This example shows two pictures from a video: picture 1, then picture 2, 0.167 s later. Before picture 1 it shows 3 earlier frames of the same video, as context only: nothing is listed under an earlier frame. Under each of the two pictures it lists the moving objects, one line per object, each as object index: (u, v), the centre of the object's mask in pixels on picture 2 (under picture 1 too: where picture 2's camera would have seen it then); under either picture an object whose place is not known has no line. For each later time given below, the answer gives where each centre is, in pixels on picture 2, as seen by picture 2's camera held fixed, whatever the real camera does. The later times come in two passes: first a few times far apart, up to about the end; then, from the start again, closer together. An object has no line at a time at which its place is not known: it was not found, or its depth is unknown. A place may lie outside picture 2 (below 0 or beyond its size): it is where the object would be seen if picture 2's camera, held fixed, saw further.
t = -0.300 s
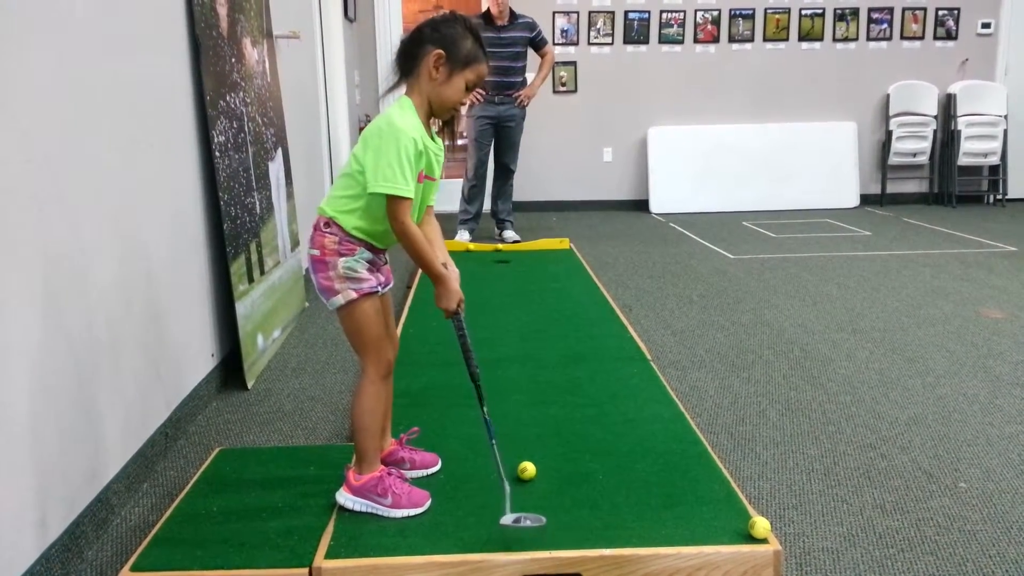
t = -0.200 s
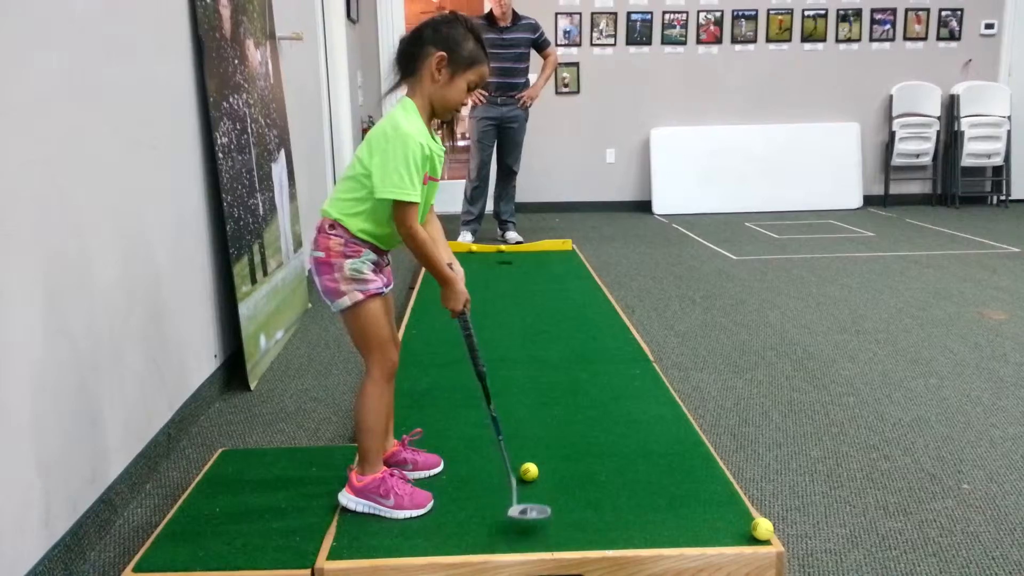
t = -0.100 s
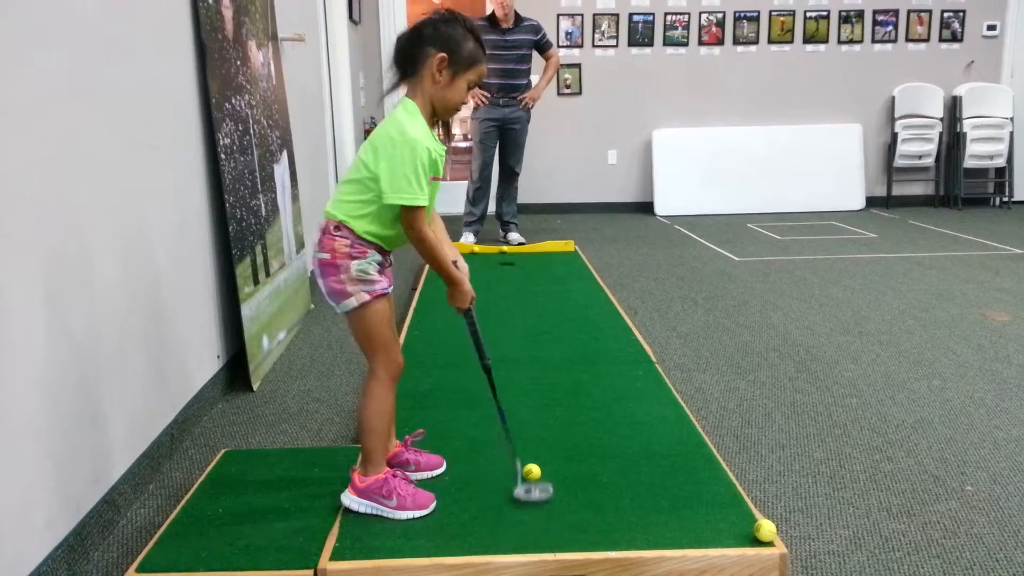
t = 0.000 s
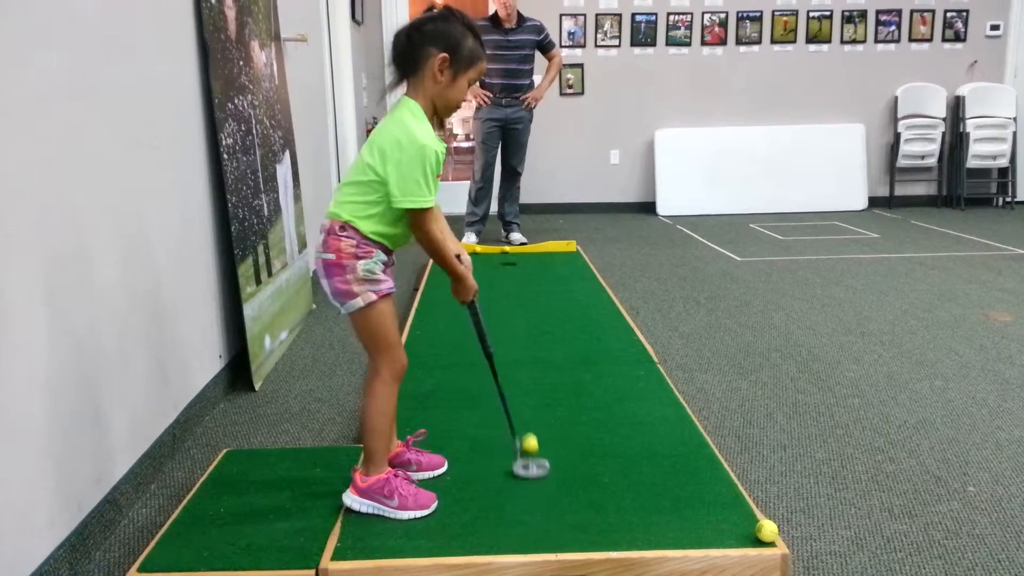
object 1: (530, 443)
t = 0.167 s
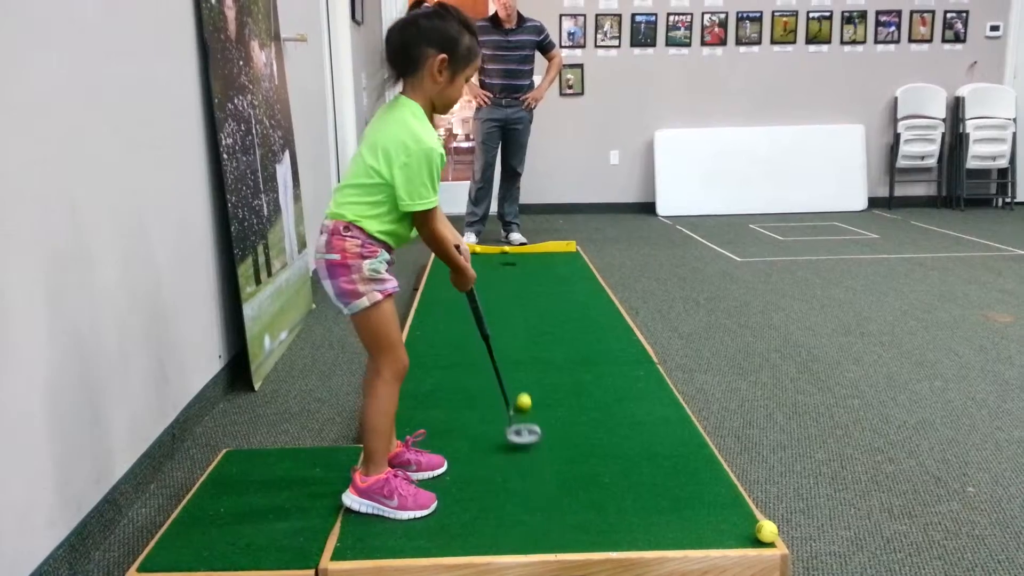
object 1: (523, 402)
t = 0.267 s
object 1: (520, 384)
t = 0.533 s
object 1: (514, 345)
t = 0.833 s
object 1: (506, 316)
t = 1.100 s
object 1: (500, 298)
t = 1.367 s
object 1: (495, 283)
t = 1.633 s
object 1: (490, 271)
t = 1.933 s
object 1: (486, 261)
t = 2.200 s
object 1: (483, 253)
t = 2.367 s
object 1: (485, 250)
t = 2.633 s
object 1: (494, 250)
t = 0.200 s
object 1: (522, 396)
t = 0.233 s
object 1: (521, 390)
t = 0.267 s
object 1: (520, 384)
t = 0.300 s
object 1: (520, 378)
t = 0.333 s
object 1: (519, 373)
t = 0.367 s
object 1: (518, 368)
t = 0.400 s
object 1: (517, 363)
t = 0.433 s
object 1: (516, 358)
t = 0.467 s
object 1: (515, 353)
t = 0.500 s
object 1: (514, 349)
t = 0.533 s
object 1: (514, 345)
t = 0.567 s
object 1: (513, 342)
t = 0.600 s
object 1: (512, 338)
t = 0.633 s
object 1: (512, 335)
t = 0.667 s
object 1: (511, 331)
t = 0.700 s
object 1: (510, 328)
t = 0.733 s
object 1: (509, 325)
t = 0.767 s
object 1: (508, 322)
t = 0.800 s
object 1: (507, 319)
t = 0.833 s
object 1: (506, 316)
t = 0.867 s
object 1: (506, 314)
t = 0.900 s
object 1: (505, 311)
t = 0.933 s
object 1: (504, 308)
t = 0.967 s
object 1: (503, 306)
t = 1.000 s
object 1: (503, 304)
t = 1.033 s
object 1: (502, 302)
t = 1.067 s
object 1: (501, 300)
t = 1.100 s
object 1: (500, 298)
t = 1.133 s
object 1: (500, 295)
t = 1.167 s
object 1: (499, 293)
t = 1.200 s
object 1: (498, 291)
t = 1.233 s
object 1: (497, 290)
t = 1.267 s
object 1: (497, 288)
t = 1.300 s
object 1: (496, 286)
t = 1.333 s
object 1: (495, 285)
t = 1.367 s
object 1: (495, 283)
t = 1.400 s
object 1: (494, 282)
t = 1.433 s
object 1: (494, 280)
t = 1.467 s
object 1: (493, 279)
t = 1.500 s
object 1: (492, 277)
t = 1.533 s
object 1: (492, 275)
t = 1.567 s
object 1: (491, 274)
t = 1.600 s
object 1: (491, 273)
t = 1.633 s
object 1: (490, 271)
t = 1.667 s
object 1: (490, 270)
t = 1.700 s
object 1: (489, 269)
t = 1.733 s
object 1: (489, 267)
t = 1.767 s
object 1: (488, 266)
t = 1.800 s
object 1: (488, 265)
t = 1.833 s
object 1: (487, 264)
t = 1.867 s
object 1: (487, 262)
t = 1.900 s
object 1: (487, 261)
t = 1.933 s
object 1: (486, 261)
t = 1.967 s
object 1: (486, 260)
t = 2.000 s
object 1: (485, 259)
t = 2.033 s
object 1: (485, 257)
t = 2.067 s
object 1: (485, 257)
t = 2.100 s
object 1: (484, 256)
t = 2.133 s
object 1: (484, 255)
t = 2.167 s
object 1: (483, 254)
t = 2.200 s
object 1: (483, 253)
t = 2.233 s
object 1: (482, 253)
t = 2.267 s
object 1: (482, 252)
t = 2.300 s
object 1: (482, 251)
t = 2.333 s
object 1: (483, 250)
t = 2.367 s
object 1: (485, 250)
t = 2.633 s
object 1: (494, 250)
